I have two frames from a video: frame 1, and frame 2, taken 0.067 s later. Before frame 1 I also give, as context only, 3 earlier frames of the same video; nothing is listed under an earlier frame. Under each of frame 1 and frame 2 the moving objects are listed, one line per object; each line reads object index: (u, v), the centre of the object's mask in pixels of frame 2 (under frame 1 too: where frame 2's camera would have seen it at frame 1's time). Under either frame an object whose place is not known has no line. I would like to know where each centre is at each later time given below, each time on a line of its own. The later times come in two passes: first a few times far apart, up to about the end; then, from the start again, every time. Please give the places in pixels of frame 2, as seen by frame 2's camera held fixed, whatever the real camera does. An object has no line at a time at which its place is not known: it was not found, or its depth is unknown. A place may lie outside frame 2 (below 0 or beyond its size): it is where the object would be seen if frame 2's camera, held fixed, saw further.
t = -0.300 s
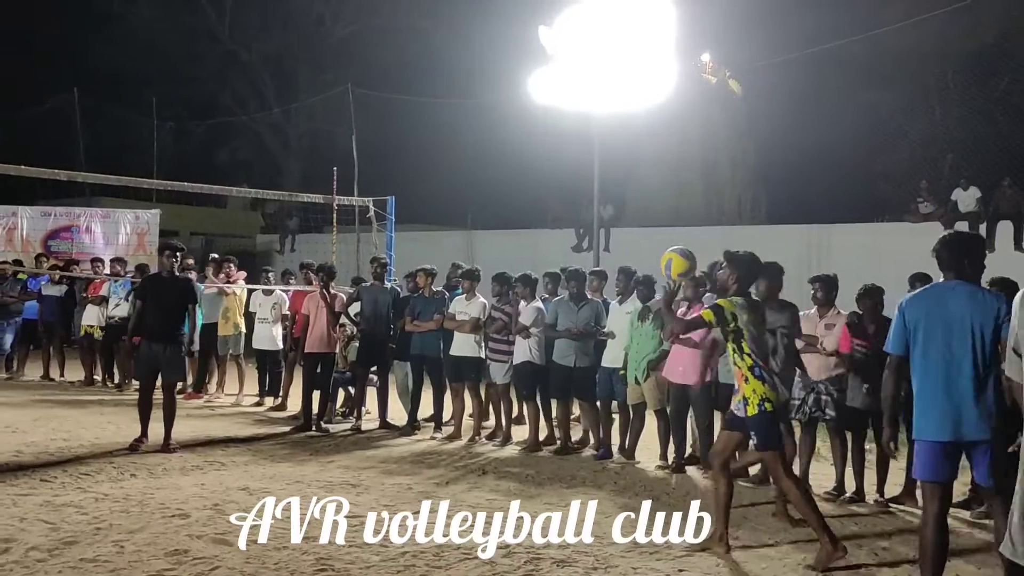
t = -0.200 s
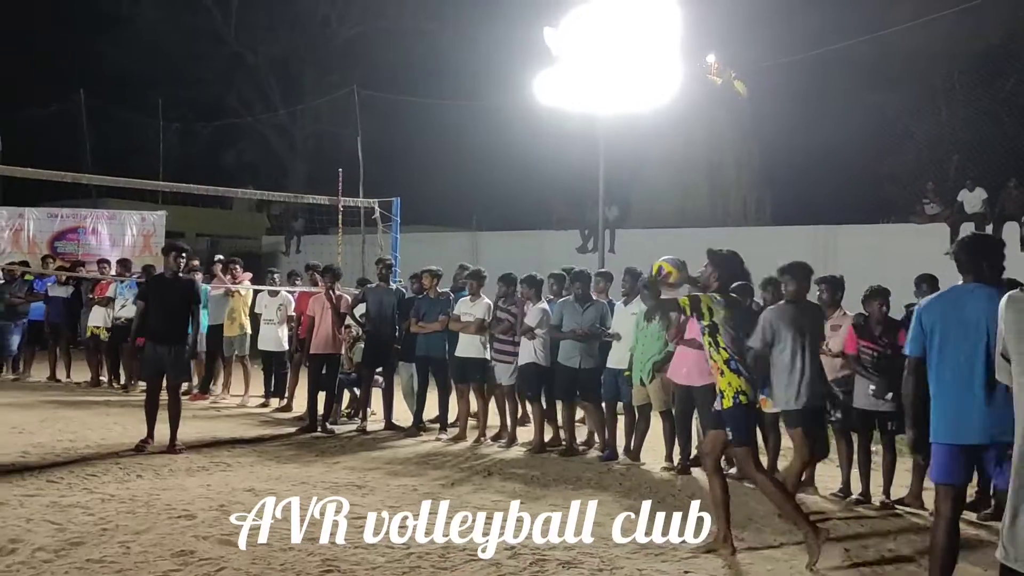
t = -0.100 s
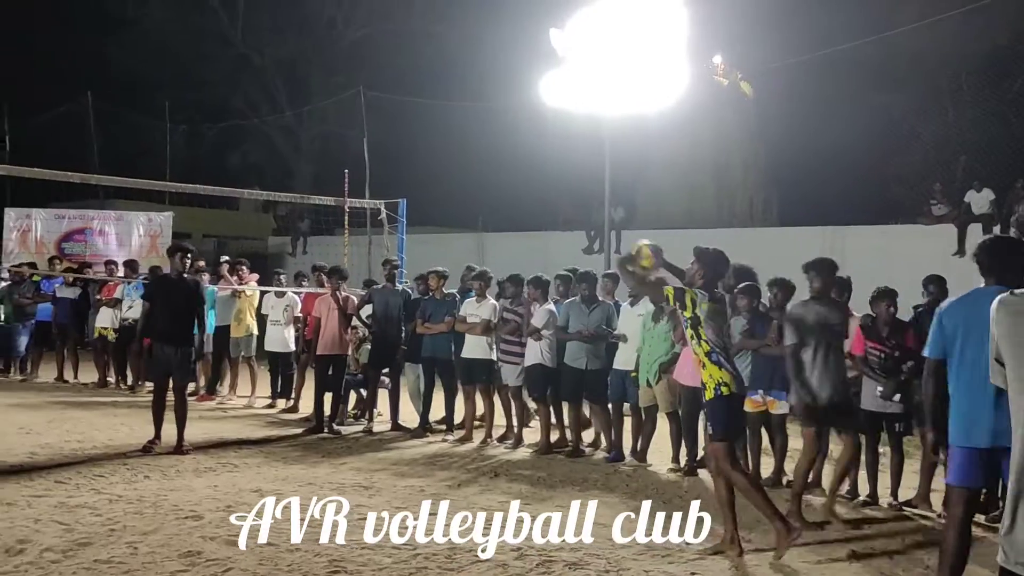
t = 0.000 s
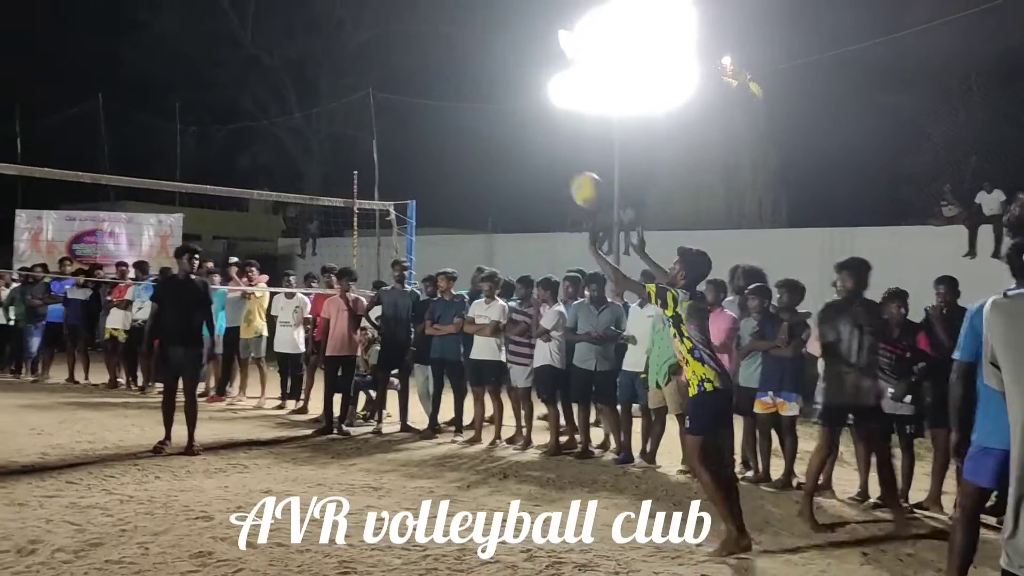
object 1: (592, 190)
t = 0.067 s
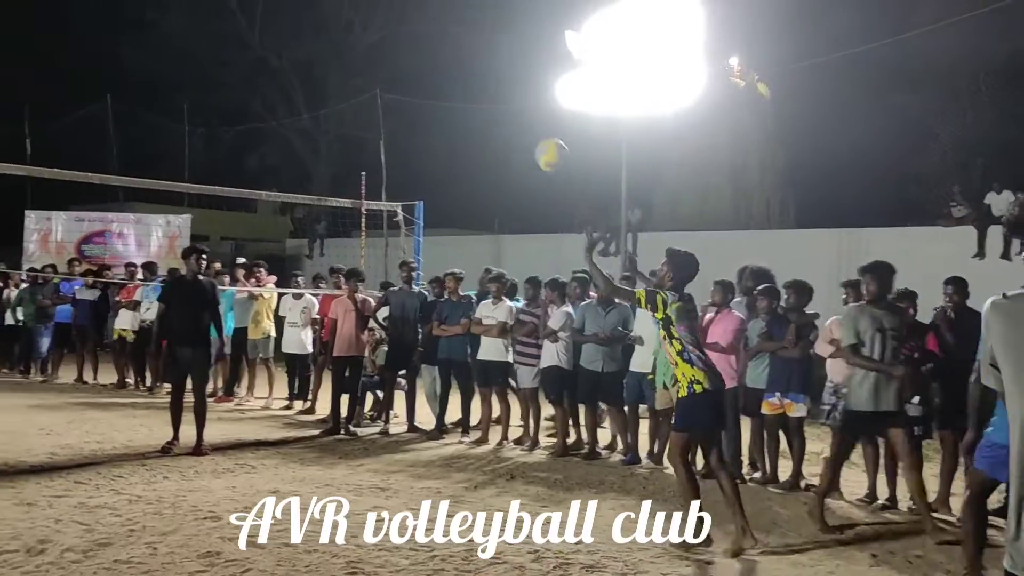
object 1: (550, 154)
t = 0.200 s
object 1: (475, 109)
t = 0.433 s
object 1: (356, 94)
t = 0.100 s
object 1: (531, 140)
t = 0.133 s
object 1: (511, 127)
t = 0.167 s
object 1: (493, 117)
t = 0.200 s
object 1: (475, 109)
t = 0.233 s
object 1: (456, 102)
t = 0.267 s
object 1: (439, 97)
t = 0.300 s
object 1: (422, 93)
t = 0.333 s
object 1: (396, 91)
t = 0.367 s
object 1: (388, 91)
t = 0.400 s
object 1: (372, 92)
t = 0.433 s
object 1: (356, 94)
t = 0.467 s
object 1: (340, 98)
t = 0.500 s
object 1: (326, 103)
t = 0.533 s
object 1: (311, 109)
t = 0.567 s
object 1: (296, 116)
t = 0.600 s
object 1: (282, 124)
